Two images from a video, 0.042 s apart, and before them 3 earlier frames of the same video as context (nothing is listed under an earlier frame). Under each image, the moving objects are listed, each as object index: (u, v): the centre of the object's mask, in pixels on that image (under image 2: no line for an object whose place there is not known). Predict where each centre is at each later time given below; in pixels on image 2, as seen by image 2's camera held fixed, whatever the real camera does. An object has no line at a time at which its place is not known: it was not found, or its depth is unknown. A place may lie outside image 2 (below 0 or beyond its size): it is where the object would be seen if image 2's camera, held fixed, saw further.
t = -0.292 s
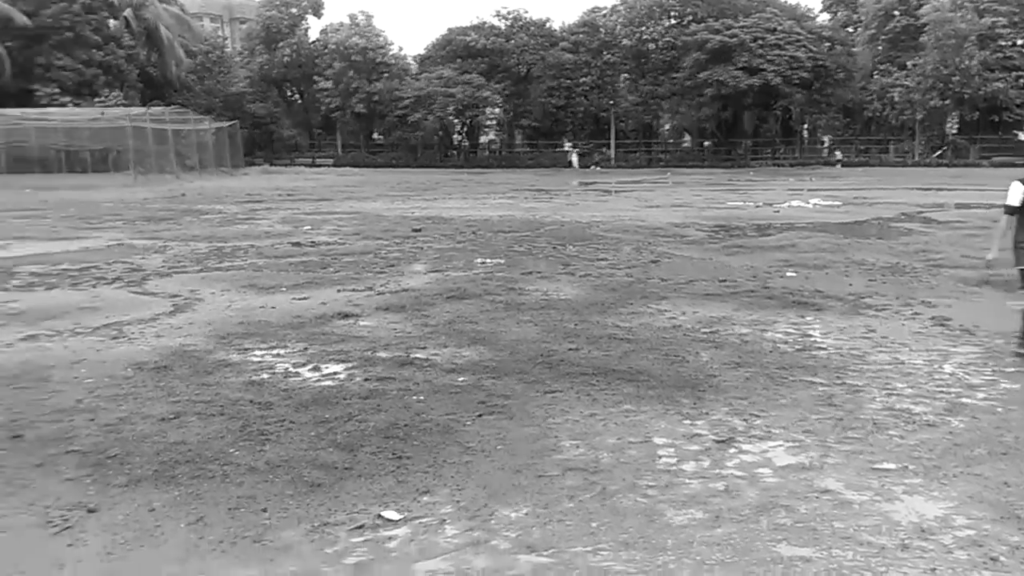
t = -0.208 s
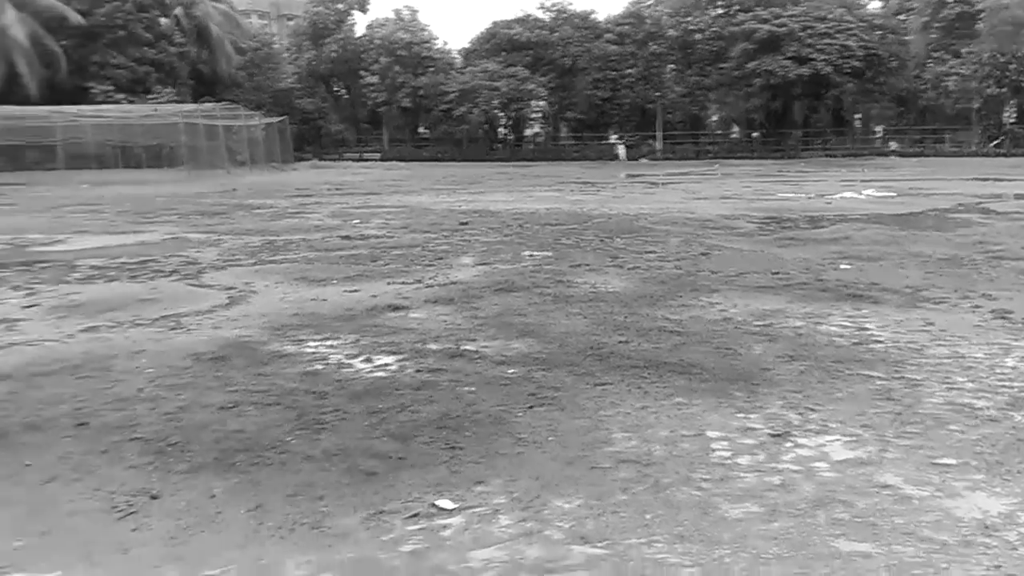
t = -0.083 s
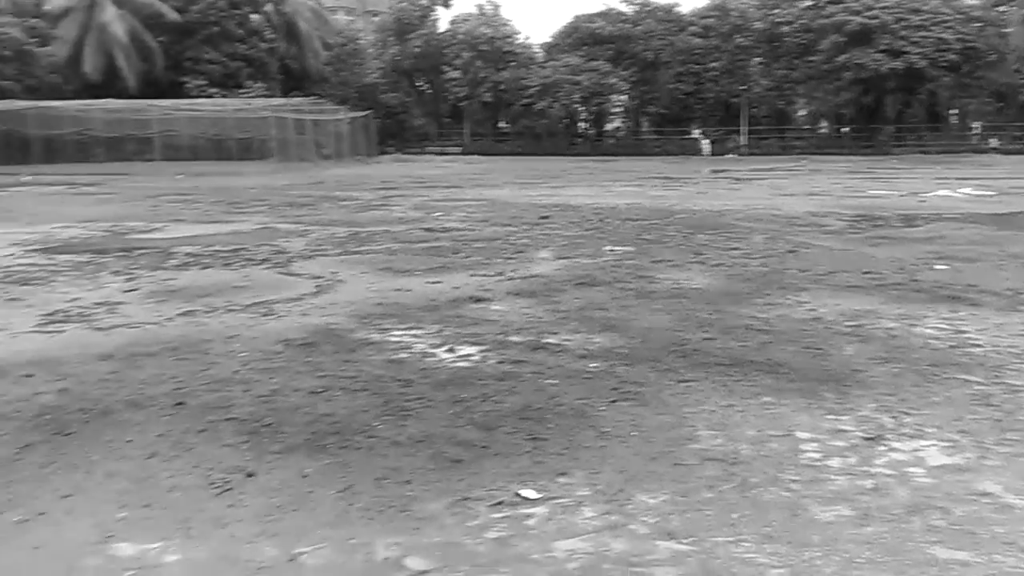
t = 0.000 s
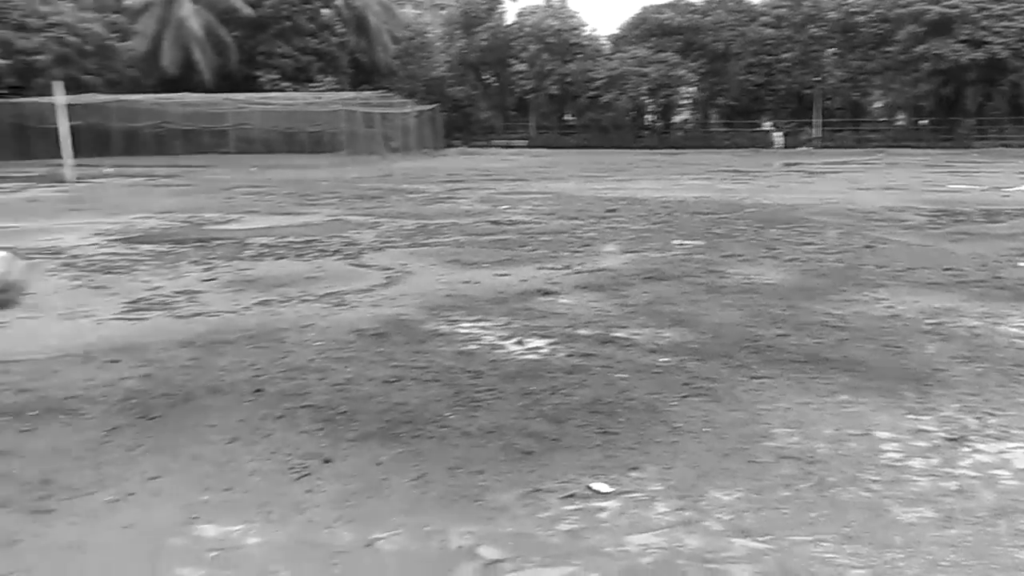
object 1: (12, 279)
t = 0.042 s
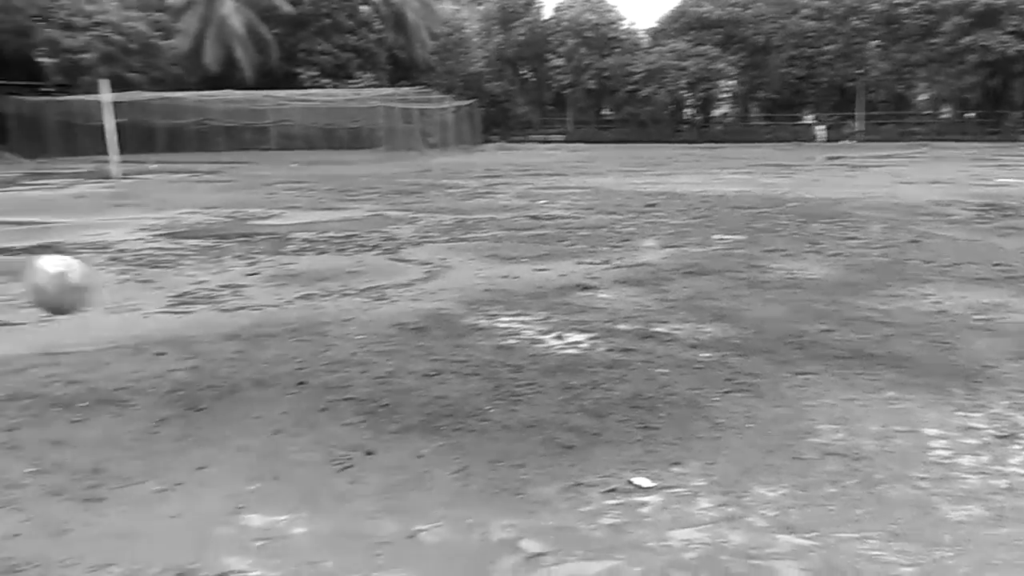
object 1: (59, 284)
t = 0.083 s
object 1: (76, 300)
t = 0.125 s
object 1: (97, 320)
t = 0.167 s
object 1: (113, 342)
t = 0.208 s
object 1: (131, 368)
